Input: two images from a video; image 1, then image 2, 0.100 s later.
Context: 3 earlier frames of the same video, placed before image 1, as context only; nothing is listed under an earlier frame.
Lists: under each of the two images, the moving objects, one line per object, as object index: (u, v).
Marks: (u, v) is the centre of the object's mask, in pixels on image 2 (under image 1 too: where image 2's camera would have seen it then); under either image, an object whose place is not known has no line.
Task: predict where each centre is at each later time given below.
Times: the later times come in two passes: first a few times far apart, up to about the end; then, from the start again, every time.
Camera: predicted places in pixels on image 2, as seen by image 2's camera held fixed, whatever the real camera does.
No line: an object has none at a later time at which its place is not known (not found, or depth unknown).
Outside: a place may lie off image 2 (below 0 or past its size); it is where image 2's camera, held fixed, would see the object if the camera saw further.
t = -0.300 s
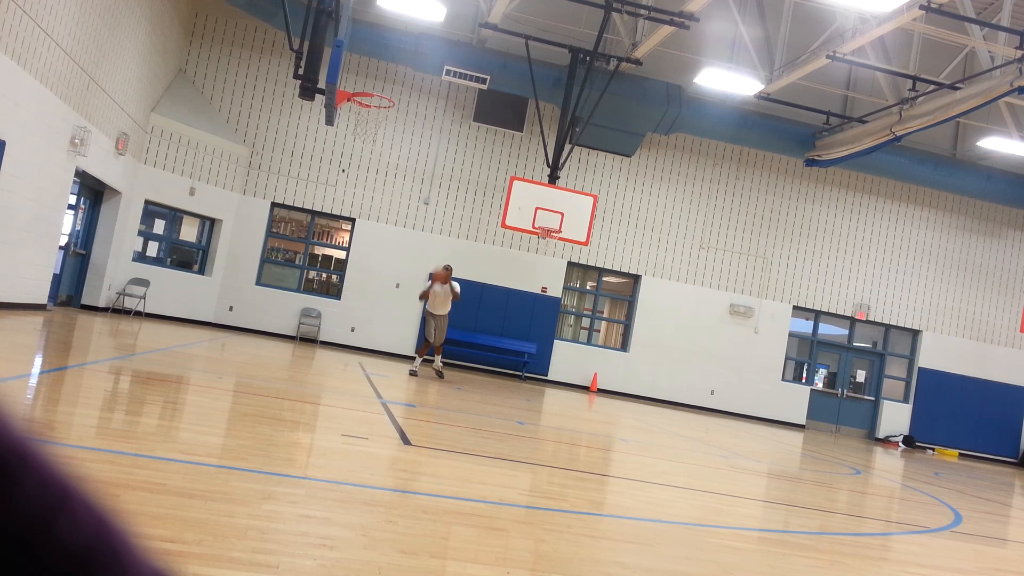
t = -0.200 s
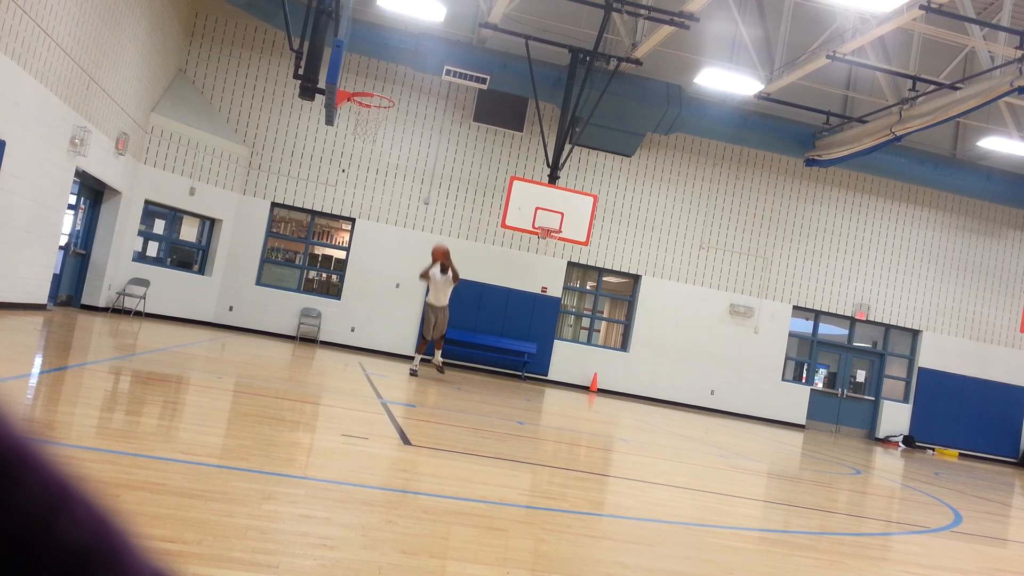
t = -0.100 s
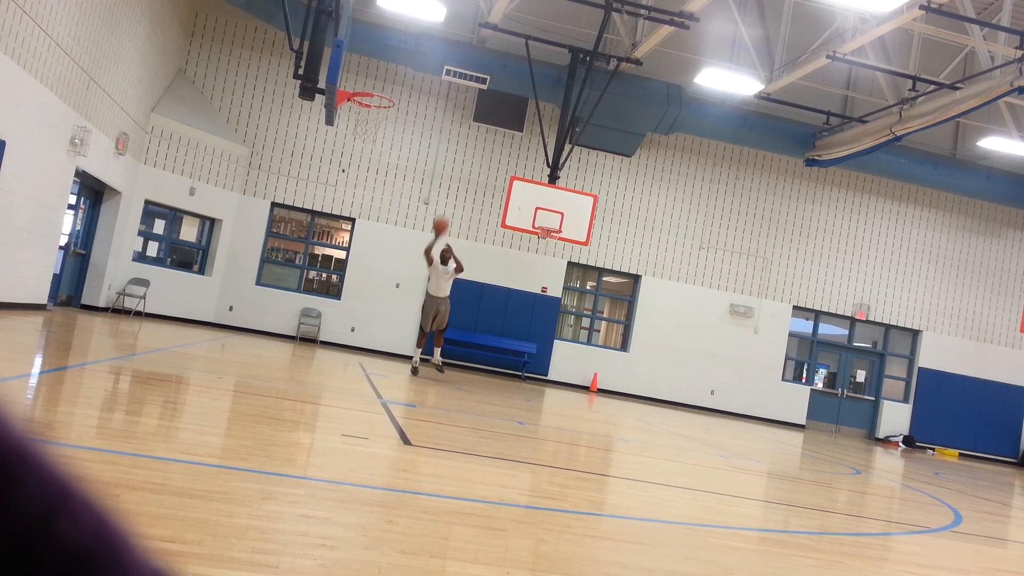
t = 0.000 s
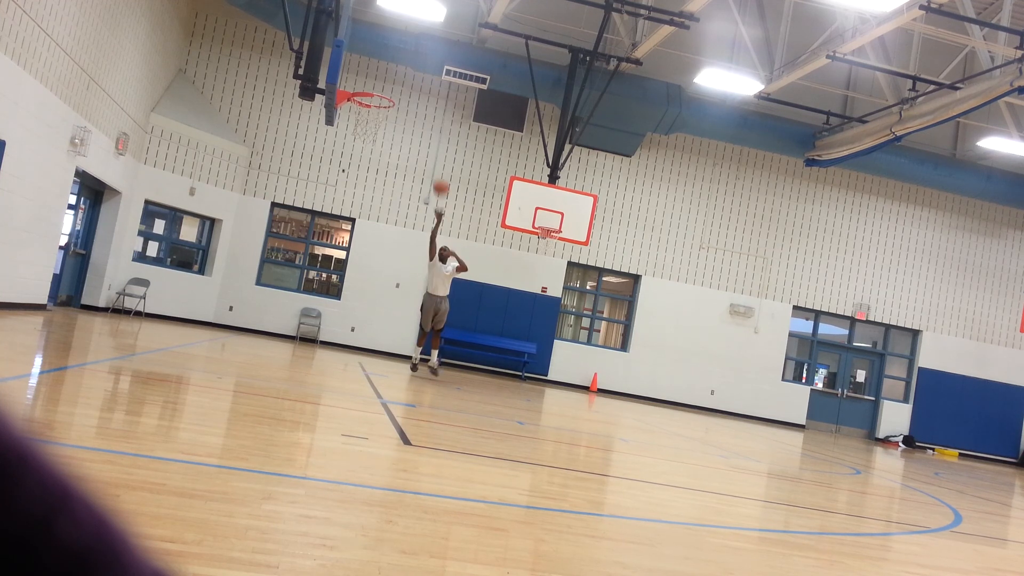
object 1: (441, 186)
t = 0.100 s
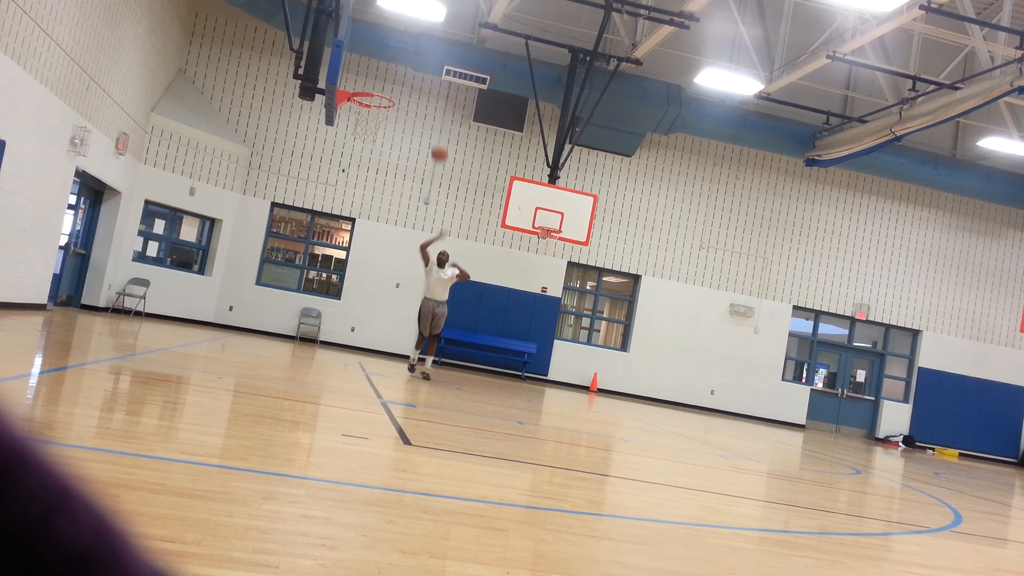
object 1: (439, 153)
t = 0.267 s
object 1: (434, 108)
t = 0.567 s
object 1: (413, 72)
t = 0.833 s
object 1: (379, 97)
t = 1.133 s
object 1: (349, 132)
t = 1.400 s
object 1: (321, 219)
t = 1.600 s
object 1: (288, 331)
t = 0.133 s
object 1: (439, 143)
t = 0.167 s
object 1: (438, 134)
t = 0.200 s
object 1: (437, 124)
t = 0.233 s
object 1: (435, 116)
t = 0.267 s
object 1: (434, 108)
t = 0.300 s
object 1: (433, 101)
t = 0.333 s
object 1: (431, 95)
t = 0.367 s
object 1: (429, 90)
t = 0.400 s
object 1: (427, 85)
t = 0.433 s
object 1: (424, 82)
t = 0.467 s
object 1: (422, 78)
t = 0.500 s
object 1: (419, 75)
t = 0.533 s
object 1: (416, 73)
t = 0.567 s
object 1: (413, 72)
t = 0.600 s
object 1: (410, 72)
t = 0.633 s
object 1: (406, 73)
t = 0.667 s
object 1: (403, 75)
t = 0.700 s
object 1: (398, 77)
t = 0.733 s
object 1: (394, 81)
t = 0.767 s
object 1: (389, 85)
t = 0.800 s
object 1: (385, 89)
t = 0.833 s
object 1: (379, 97)
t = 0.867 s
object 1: (375, 101)
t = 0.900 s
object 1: (369, 105)
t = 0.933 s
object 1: (363, 111)
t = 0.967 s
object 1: (360, 113)
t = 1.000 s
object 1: (358, 114)
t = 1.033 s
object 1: (356, 117)
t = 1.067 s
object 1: (354, 121)
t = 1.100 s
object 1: (352, 126)
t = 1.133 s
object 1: (349, 132)
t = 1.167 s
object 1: (347, 139)
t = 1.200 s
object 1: (344, 146)
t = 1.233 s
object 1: (341, 155)
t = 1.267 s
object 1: (337, 165)
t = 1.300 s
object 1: (333, 177)
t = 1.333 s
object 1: (329, 189)
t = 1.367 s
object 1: (325, 202)
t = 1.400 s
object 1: (321, 219)
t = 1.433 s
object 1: (316, 233)
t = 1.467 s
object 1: (312, 251)
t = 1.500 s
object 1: (305, 269)
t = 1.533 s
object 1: (301, 289)
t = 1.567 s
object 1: (295, 309)
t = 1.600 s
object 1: (288, 331)
